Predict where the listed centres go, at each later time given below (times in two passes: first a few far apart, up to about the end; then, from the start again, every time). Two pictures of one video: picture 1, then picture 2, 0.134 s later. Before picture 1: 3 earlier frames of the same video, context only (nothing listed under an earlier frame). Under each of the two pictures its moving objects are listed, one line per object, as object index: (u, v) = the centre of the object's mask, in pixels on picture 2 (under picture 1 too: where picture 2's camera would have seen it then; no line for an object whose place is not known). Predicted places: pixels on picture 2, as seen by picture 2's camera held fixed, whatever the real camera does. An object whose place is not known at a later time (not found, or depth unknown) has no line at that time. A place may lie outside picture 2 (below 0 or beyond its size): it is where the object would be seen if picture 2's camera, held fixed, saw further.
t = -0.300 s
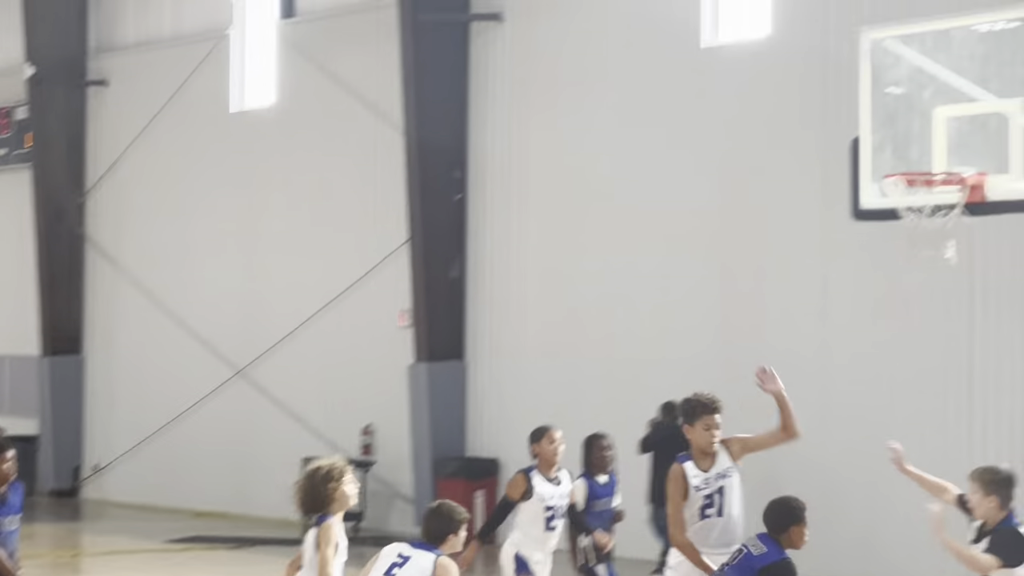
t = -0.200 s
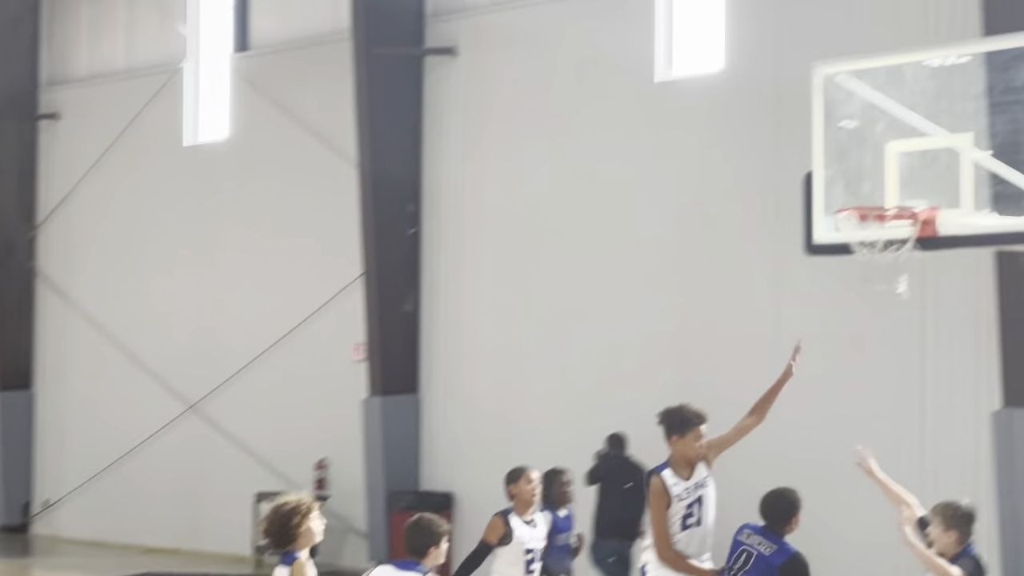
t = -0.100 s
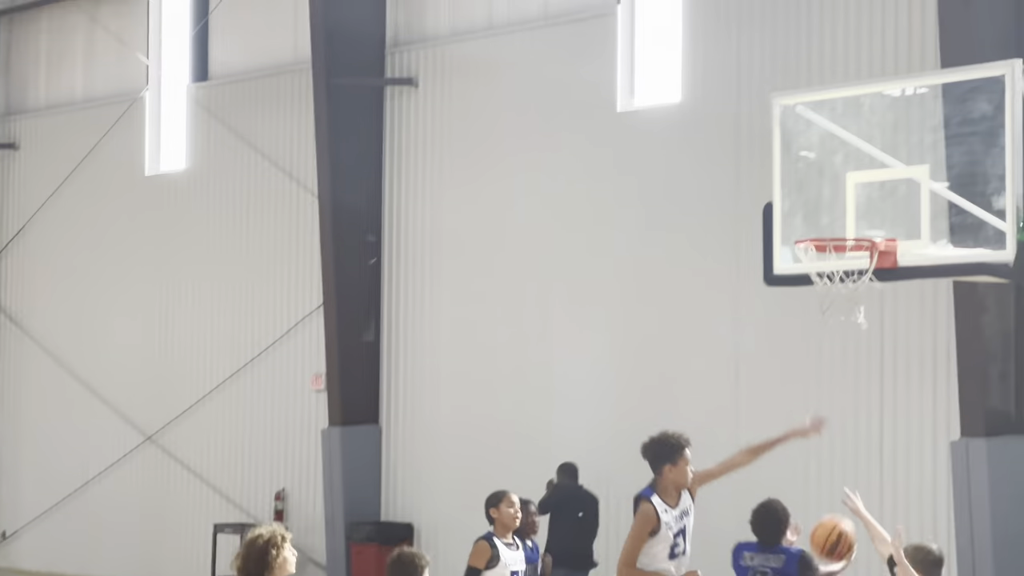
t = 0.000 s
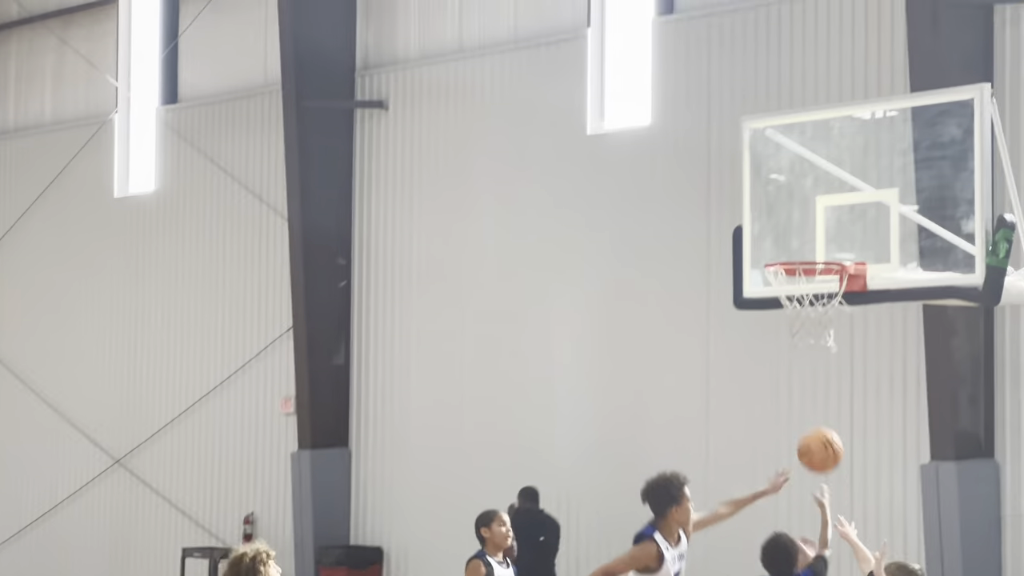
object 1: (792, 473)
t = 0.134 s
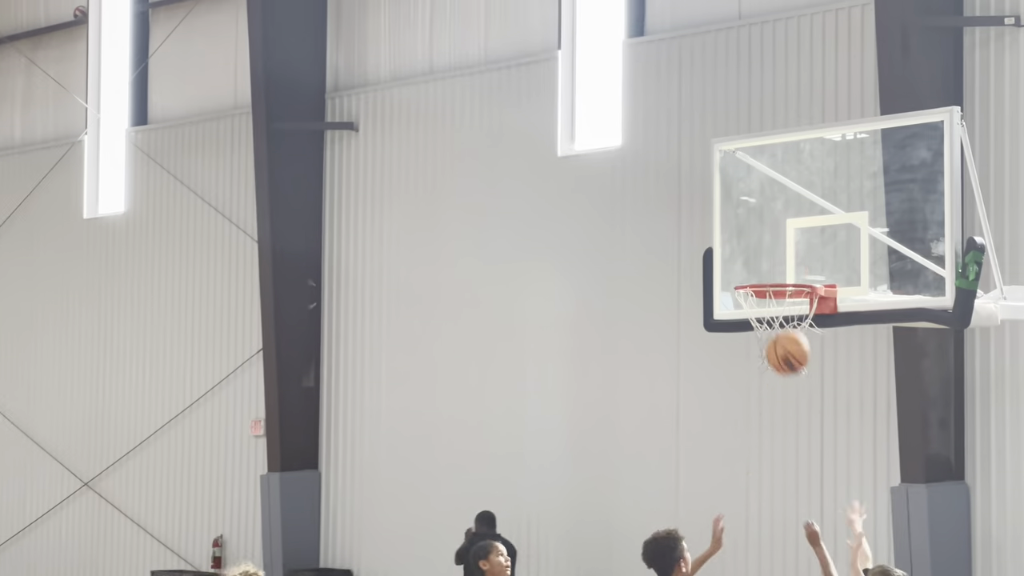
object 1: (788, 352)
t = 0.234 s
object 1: (786, 286)
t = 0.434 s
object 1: (783, 212)
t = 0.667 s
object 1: (780, 219)
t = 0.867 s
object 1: (758, 273)
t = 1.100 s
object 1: (697, 395)
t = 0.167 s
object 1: (787, 329)
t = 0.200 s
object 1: (787, 305)
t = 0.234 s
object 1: (786, 286)
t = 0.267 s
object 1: (786, 269)
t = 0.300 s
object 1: (785, 253)
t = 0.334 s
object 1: (784, 240)
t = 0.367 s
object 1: (784, 228)
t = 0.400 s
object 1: (783, 219)
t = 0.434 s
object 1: (783, 212)
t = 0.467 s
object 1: (783, 208)
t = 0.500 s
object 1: (782, 205)
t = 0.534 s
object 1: (782, 204)
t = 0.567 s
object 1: (781, 205)
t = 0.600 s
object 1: (781, 207)
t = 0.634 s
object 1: (781, 212)
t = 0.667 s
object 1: (780, 219)
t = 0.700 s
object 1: (780, 227)
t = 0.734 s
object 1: (779, 238)
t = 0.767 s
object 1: (779, 250)
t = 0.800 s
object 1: (775, 261)
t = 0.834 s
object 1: (766, 267)
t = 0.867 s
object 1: (758, 273)
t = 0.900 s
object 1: (746, 281)
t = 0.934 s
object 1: (738, 306)
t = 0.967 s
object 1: (730, 319)
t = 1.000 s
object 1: (723, 334)
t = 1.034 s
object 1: (714, 353)
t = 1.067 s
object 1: (706, 374)
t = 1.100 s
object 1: (697, 395)
